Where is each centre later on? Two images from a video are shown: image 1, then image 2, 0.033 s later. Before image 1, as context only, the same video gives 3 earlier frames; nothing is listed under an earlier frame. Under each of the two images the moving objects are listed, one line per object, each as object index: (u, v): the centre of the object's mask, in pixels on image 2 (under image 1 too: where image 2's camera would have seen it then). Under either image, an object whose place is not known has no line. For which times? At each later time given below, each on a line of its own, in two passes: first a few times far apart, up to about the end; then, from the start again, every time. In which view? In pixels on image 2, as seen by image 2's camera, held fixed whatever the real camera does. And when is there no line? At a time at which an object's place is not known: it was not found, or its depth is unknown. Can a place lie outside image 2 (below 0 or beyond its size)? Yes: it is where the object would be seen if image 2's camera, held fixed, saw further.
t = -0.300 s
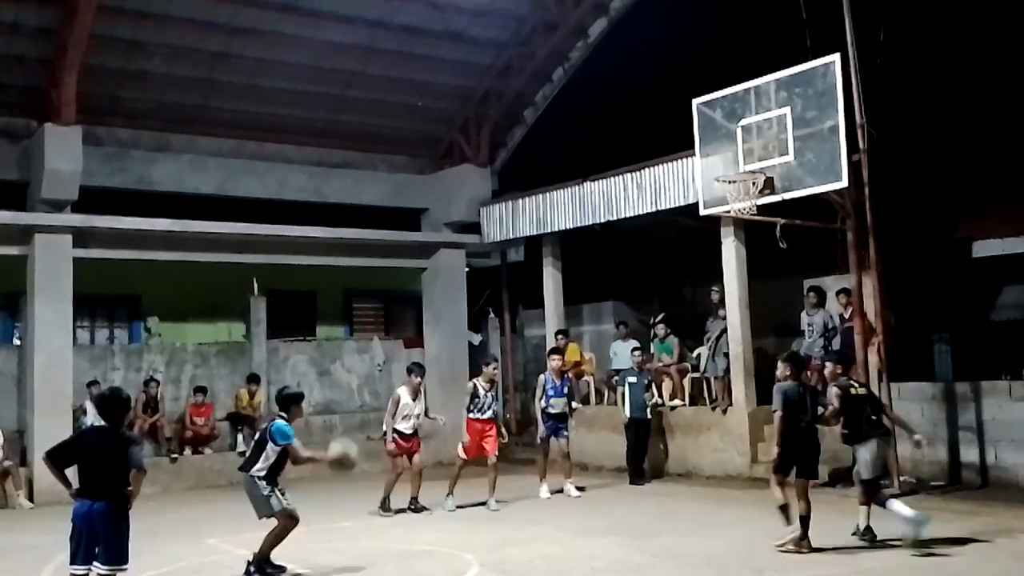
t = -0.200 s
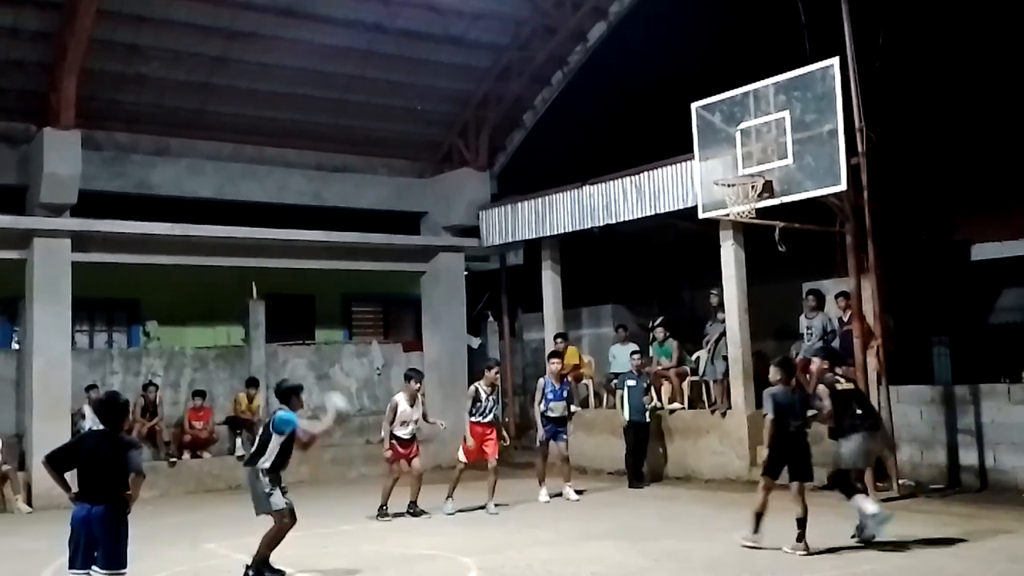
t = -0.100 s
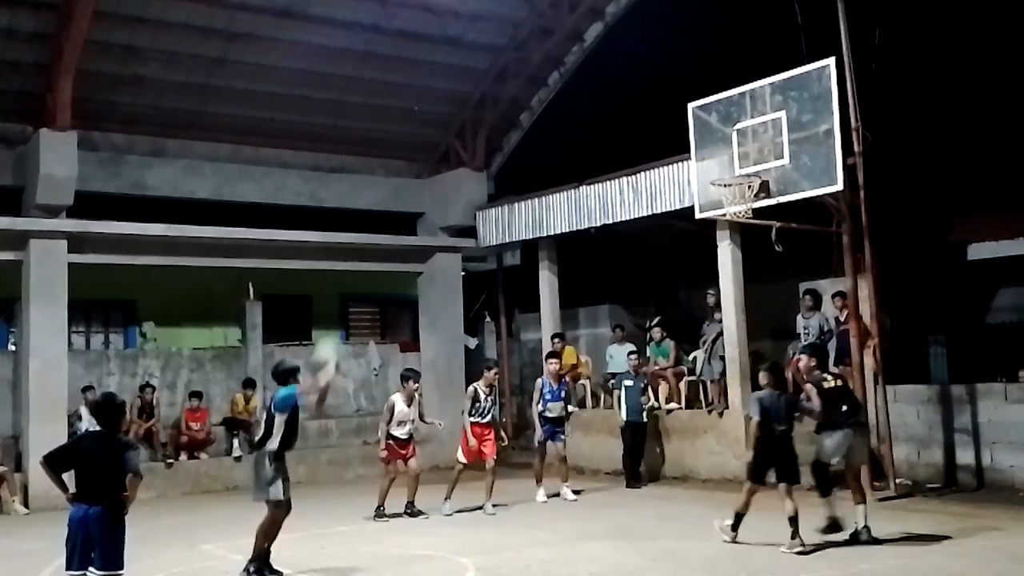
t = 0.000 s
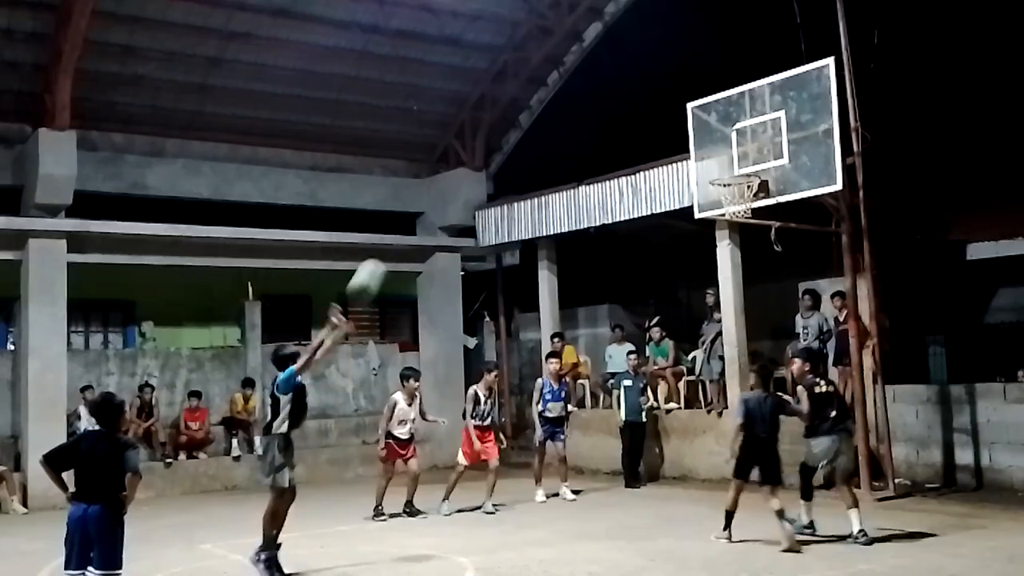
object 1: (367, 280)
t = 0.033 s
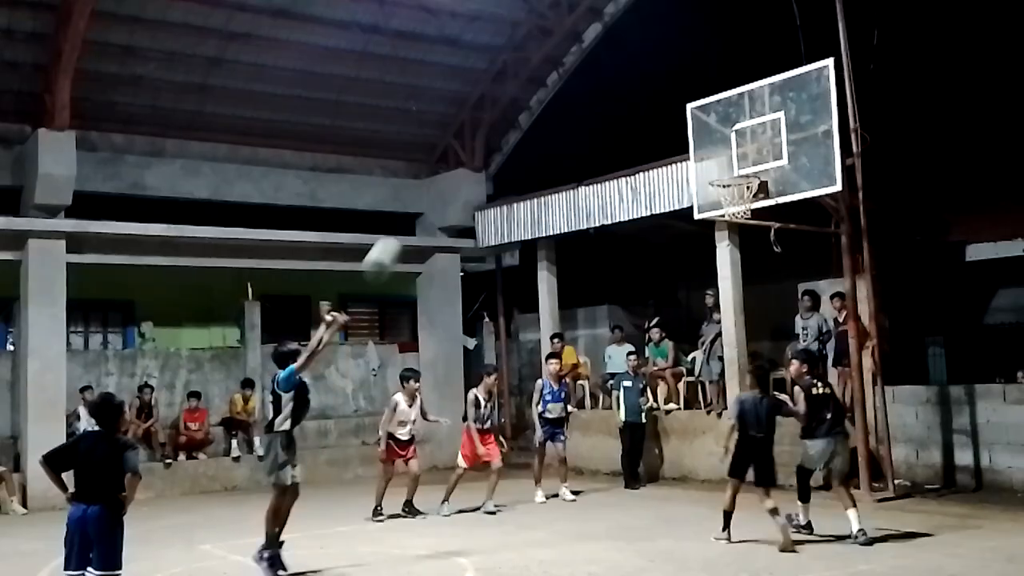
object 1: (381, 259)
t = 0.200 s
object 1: (454, 166)
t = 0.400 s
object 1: (531, 116)
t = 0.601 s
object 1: (602, 110)
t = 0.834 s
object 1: (677, 151)
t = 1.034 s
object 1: (658, 193)
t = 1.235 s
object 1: (590, 244)
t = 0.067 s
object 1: (396, 237)
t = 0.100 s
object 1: (412, 217)
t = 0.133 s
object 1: (426, 197)
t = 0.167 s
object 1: (440, 183)
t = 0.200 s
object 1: (454, 166)
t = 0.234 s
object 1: (468, 156)
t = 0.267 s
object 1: (480, 147)
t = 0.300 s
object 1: (493, 137)
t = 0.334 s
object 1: (506, 128)
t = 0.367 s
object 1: (518, 121)
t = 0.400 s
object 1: (531, 116)
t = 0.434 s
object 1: (543, 112)
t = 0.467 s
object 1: (555, 109)
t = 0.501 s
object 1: (567, 107)
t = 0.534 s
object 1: (579, 107)
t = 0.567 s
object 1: (591, 108)
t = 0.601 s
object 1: (602, 110)
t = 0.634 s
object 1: (613, 113)
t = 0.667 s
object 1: (625, 117)
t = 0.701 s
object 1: (635, 122)
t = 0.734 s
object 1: (646, 129)
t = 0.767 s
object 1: (657, 136)
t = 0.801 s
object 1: (669, 144)
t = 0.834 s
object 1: (677, 151)
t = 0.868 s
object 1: (688, 163)
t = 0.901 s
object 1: (699, 175)
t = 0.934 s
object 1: (694, 180)
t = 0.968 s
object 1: (681, 183)
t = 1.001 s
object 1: (670, 187)
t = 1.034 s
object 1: (658, 193)
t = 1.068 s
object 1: (646, 198)
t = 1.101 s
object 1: (634, 205)
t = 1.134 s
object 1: (622, 213)
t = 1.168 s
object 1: (609, 223)
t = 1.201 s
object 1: (600, 234)
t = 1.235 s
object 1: (590, 244)
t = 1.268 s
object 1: (579, 257)
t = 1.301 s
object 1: (570, 272)
